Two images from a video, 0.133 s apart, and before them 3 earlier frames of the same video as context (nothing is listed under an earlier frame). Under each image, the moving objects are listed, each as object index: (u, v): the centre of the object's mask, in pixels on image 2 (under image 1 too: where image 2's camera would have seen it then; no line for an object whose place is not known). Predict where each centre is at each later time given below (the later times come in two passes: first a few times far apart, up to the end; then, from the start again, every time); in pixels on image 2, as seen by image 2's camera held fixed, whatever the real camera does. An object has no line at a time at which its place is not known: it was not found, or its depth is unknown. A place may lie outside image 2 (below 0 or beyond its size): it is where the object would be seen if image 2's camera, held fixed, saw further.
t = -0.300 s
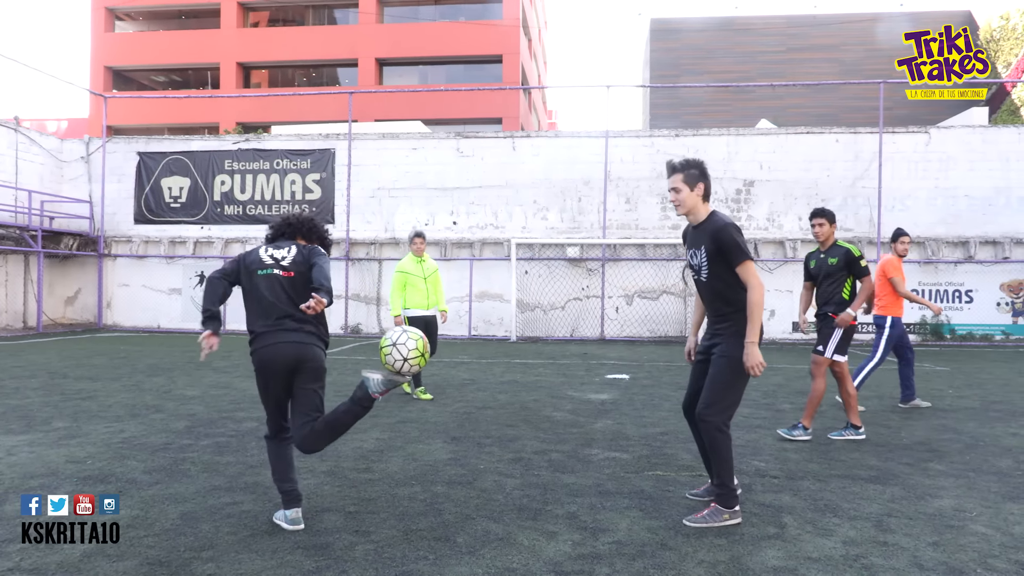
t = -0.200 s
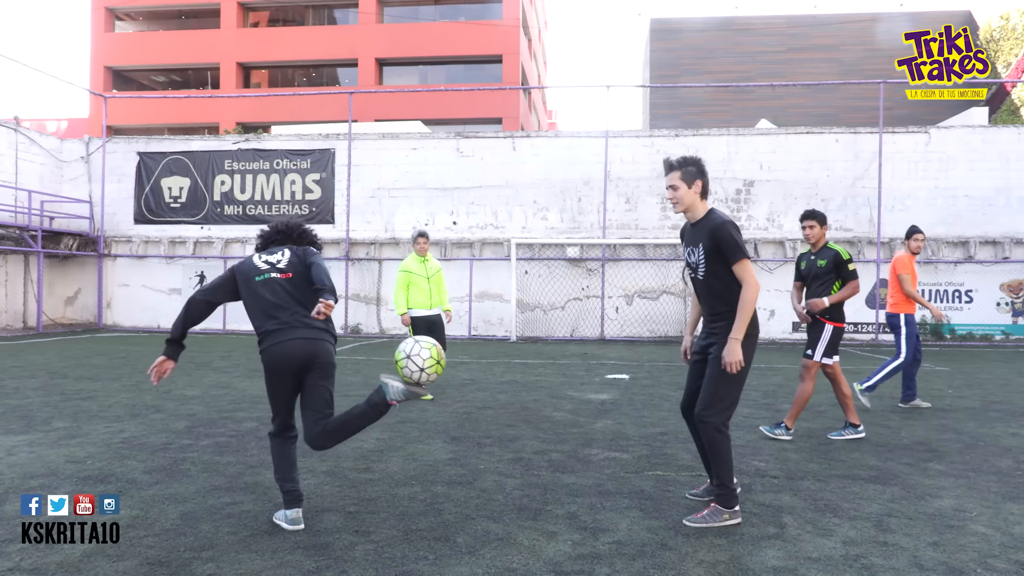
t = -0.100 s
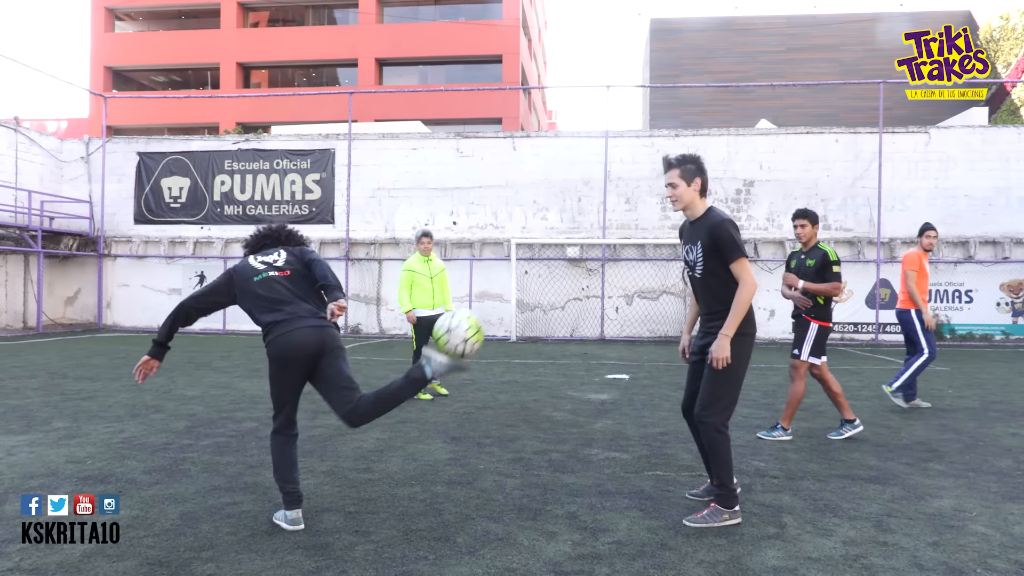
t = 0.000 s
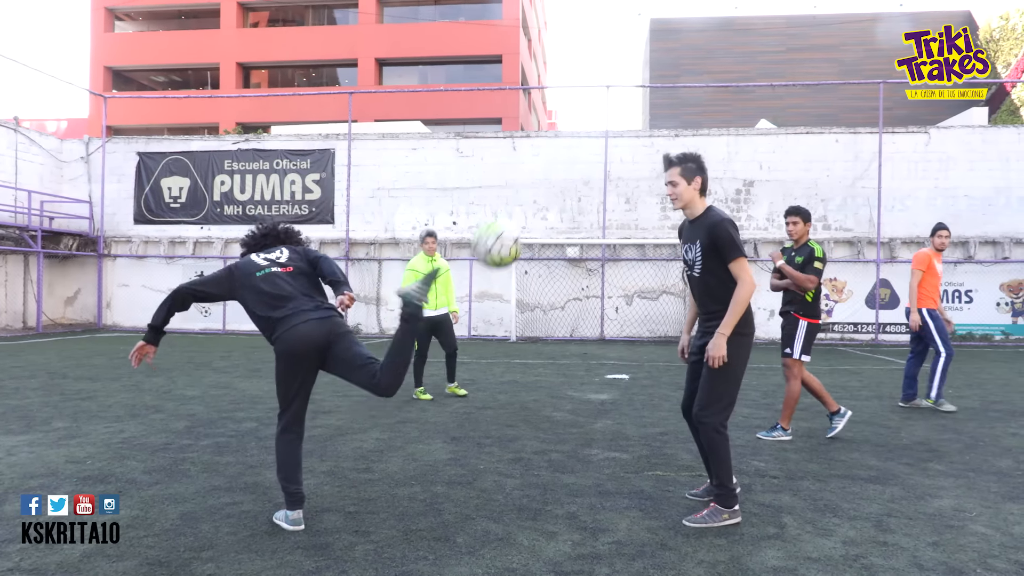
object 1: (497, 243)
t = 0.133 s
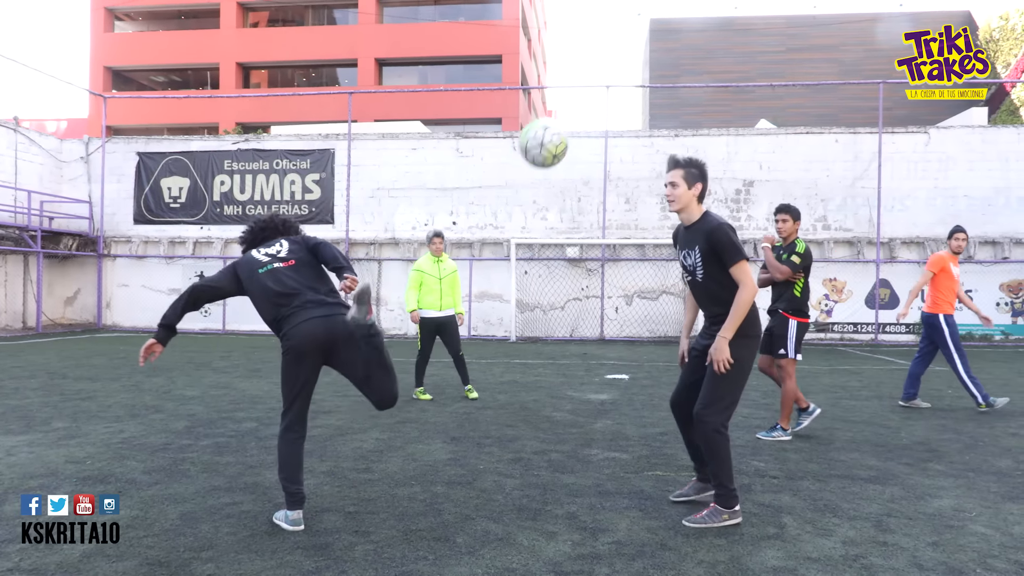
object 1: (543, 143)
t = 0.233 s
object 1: (578, 97)
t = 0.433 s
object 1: (646, 62)
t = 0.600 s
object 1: (701, 101)
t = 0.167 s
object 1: (553, 126)
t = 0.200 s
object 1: (565, 110)
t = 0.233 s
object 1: (578, 97)
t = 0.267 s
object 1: (589, 85)
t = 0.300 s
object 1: (600, 76)
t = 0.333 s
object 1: (611, 70)
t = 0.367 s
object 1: (623, 65)
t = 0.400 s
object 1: (635, 63)
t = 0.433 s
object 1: (646, 62)
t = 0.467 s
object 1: (657, 64)
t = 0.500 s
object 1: (668, 70)
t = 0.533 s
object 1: (679, 78)
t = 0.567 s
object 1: (690, 89)
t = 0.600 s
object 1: (701, 101)
